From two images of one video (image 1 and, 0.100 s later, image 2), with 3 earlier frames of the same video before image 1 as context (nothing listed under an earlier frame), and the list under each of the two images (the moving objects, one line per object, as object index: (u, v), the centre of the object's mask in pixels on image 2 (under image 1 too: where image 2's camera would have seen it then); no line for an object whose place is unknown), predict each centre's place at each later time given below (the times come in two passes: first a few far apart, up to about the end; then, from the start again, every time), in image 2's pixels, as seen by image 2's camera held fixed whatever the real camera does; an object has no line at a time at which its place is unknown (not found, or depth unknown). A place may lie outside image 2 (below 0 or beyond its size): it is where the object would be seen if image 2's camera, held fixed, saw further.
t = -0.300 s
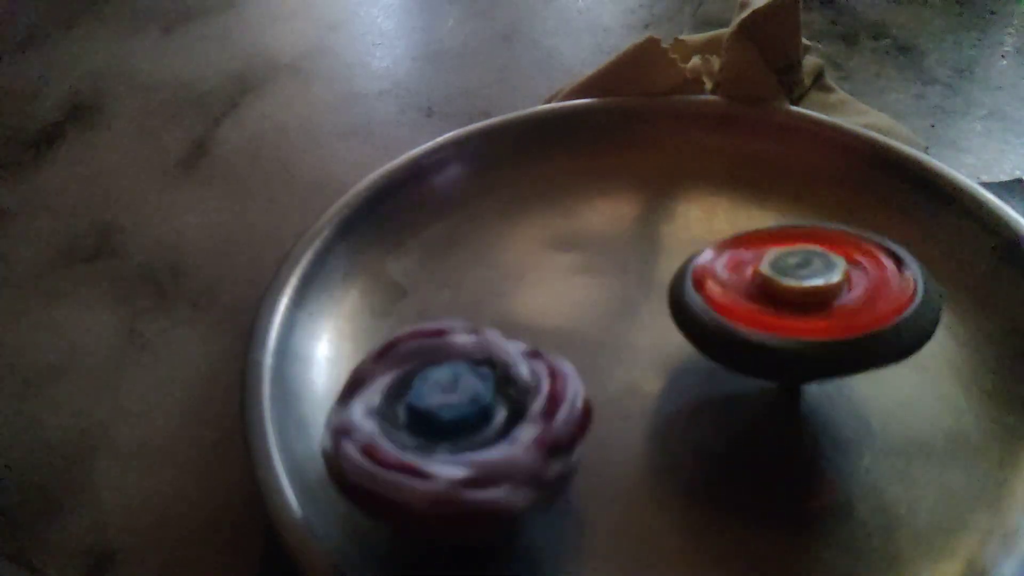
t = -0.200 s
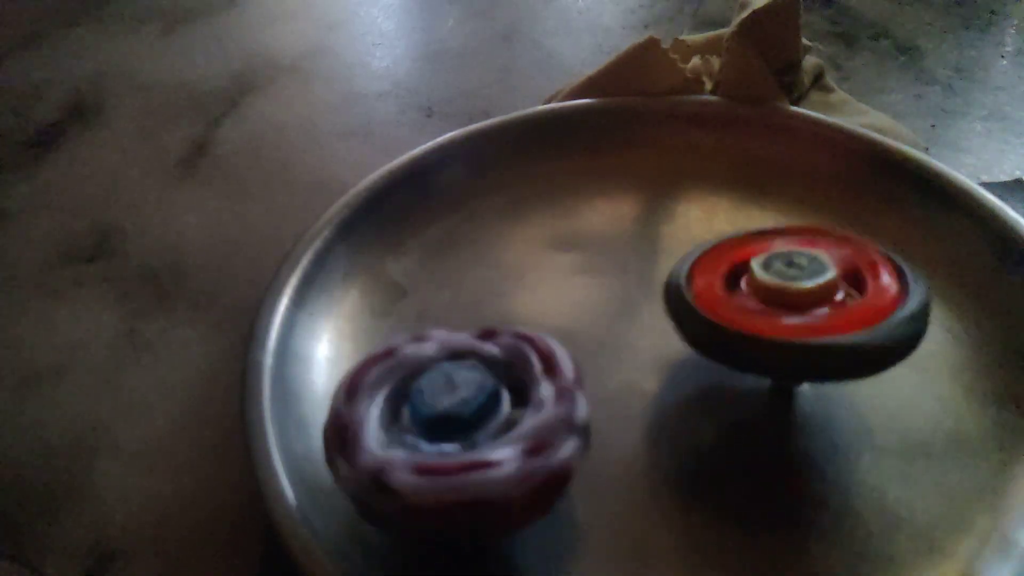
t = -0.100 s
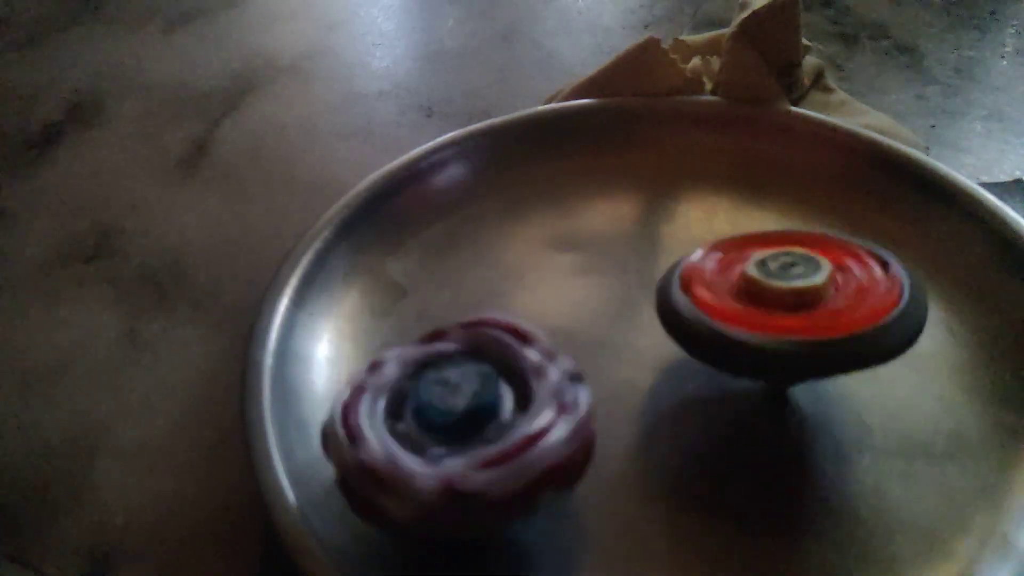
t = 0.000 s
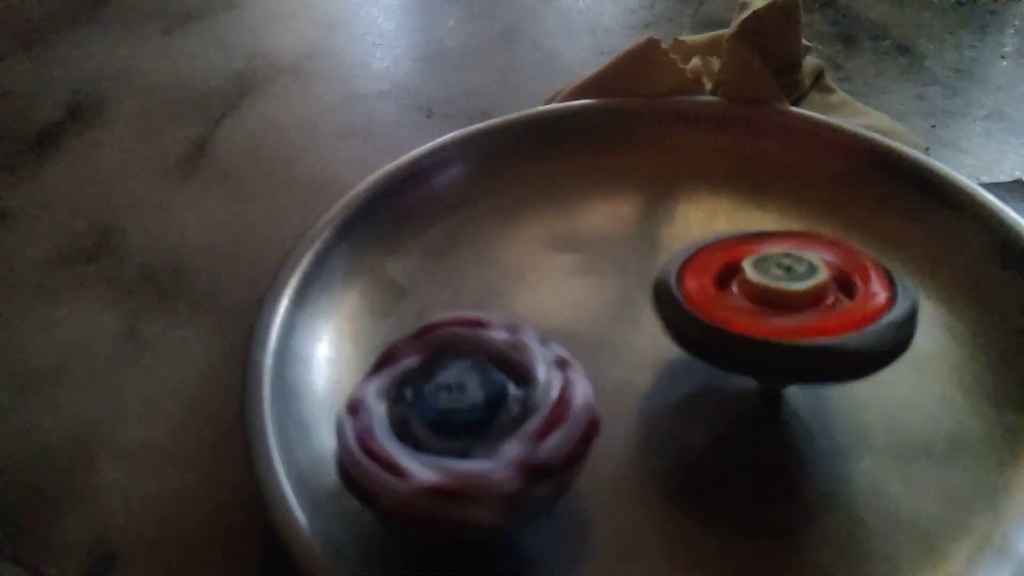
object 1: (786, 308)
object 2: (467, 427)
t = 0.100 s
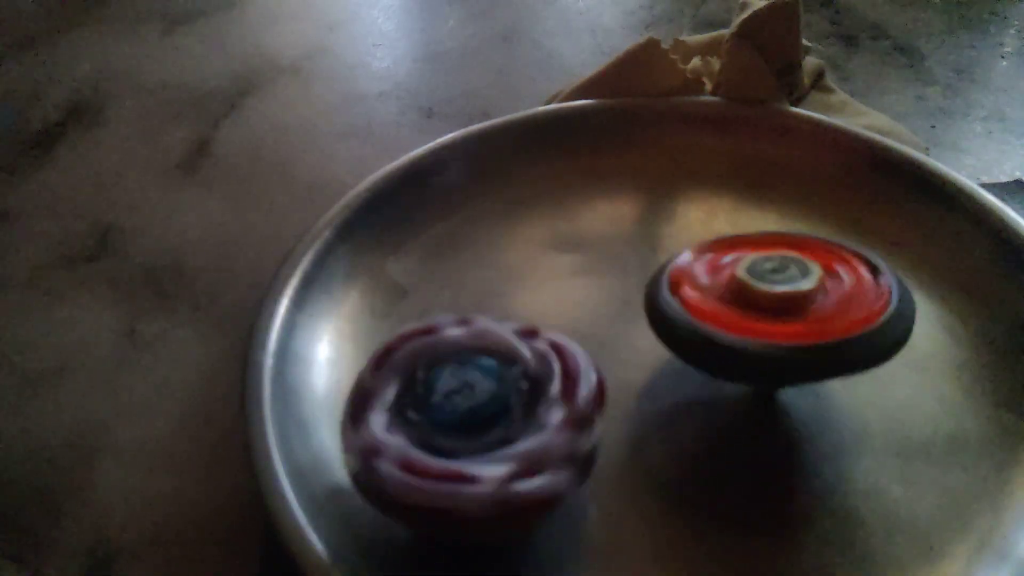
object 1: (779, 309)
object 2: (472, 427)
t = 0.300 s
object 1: (764, 310)
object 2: (483, 418)
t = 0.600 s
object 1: (745, 311)
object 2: (497, 409)
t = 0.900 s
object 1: (729, 308)
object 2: (506, 399)
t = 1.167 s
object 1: (735, 304)
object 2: (500, 398)
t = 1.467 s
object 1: (757, 298)
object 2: (481, 394)
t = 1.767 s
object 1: (763, 290)
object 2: (469, 385)
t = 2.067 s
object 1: (760, 281)
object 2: (454, 372)
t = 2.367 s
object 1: (757, 270)
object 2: (440, 357)
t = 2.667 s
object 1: (759, 261)
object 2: (429, 347)
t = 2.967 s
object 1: (757, 251)
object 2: (422, 335)
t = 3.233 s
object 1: (755, 244)
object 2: (414, 323)
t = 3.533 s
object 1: (757, 235)
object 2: (406, 307)
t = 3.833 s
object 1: (759, 227)
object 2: (402, 298)
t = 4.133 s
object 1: (758, 220)
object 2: (401, 284)
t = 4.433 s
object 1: (763, 214)
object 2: (403, 264)
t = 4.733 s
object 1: (767, 207)
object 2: (414, 255)
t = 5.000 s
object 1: (771, 203)
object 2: (434, 246)
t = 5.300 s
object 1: (776, 198)
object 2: (445, 236)
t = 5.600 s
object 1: (781, 192)
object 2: (454, 231)
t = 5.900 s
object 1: (781, 189)
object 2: (469, 224)
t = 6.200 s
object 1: (786, 184)
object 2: (483, 213)
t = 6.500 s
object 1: (790, 181)
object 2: (493, 205)
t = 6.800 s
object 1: (790, 179)
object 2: (500, 203)
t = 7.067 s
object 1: (793, 177)
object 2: (510, 193)
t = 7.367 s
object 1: (796, 175)
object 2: (521, 182)
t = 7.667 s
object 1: (796, 175)
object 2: (527, 177)
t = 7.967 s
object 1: (796, 176)
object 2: (538, 167)
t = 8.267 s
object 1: (797, 174)
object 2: (546, 158)
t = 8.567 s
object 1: (795, 177)
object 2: (555, 153)
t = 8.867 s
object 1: (793, 179)
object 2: (573, 151)
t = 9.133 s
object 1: (793, 180)
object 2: (590, 145)
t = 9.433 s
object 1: (816, 201)
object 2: (587, 139)
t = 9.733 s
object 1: (832, 215)
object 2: (589, 138)
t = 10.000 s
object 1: (837, 221)
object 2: (595, 143)
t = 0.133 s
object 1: (777, 309)
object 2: (475, 427)
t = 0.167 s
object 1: (775, 310)
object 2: (476, 425)
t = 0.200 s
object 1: (771, 311)
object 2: (478, 424)
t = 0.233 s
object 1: (769, 311)
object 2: (479, 422)
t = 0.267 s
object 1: (766, 310)
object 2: (481, 421)
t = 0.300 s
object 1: (764, 310)
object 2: (483, 418)
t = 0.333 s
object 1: (763, 310)
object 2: (485, 418)
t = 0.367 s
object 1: (762, 310)
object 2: (487, 415)
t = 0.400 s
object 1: (759, 311)
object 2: (490, 414)
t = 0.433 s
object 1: (758, 311)
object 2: (492, 414)
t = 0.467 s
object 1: (754, 311)
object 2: (494, 414)
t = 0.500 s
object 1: (752, 311)
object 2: (495, 411)
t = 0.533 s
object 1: (750, 310)
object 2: (497, 410)
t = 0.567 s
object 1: (748, 310)
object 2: (497, 409)
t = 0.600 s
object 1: (745, 311)
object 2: (497, 409)
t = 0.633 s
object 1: (743, 311)
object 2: (498, 410)
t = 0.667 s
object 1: (739, 310)
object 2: (499, 409)
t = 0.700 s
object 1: (737, 310)
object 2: (500, 408)
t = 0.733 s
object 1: (736, 309)
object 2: (502, 406)
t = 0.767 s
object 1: (735, 309)
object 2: (503, 405)
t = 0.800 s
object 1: (733, 310)
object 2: (505, 406)
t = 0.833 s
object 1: (731, 310)
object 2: (507, 405)
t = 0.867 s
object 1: (730, 308)
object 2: (506, 403)
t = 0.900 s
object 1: (729, 308)
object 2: (506, 399)
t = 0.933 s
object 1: (730, 308)
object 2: (504, 401)
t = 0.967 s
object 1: (731, 307)
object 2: (503, 401)
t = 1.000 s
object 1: (729, 307)
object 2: (503, 402)
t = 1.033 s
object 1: (729, 308)
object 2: (504, 400)
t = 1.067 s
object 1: (727, 307)
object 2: (507, 398)
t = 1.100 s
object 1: (727, 306)
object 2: (506, 398)
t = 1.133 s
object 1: (731, 304)
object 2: (503, 398)
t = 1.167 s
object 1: (735, 304)
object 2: (500, 398)
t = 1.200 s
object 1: (739, 303)
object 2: (496, 398)
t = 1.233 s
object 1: (741, 303)
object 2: (494, 396)
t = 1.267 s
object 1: (745, 302)
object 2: (490, 396)
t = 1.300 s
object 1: (747, 301)
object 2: (487, 396)
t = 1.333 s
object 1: (750, 300)
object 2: (485, 396)
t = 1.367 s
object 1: (753, 299)
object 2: (483, 395)
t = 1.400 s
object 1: (756, 299)
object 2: (483, 395)
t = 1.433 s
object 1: (757, 298)
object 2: (482, 394)
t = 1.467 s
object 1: (757, 298)
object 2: (481, 394)
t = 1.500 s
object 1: (758, 297)
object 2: (480, 394)
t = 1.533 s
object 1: (759, 295)
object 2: (480, 389)
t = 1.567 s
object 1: (762, 294)
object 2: (477, 390)
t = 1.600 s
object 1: (763, 294)
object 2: (474, 391)
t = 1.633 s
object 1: (764, 294)
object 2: (473, 390)
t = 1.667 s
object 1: (762, 293)
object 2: (471, 389)
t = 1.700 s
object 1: (762, 292)
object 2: (471, 388)
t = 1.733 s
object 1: (763, 291)
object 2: (469, 387)
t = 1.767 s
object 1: (763, 290)
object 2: (469, 385)
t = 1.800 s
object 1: (764, 290)
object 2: (468, 383)
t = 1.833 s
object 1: (763, 289)
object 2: (466, 382)
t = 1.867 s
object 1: (761, 288)
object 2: (464, 379)
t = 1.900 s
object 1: (760, 287)
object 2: (461, 379)
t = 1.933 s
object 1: (759, 285)
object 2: (460, 379)
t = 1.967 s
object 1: (760, 283)
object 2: (458, 378)
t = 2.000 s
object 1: (760, 283)
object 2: (457, 377)
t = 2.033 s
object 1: (761, 281)
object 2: (456, 374)
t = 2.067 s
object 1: (760, 281)
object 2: (454, 372)
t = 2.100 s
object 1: (758, 280)
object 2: (454, 370)
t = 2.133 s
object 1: (758, 279)
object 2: (451, 370)
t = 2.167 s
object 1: (758, 278)
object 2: (449, 366)
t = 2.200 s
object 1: (758, 276)
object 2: (446, 364)
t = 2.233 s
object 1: (759, 276)
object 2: (444, 364)
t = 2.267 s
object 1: (759, 274)
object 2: (442, 364)
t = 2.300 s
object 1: (758, 273)
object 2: (442, 361)
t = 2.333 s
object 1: (757, 271)
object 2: (441, 358)
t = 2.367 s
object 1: (757, 270)
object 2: (440, 357)
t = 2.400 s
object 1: (757, 269)
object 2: (439, 357)
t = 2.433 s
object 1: (758, 268)
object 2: (437, 357)
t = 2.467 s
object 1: (759, 266)
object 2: (436, 355)
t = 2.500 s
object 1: (759, 265)
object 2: (433, 352)
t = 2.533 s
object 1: (757, 265)
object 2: (431, 352)
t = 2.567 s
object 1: (758, 264)
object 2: (430, 351)
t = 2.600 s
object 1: (758, 264)
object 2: (429, 350)
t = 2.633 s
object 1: (758, 262)
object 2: (429, 348)
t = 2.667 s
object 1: (759, 261)
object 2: (429, 347)
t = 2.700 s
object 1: (759, 260)
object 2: (428, 347)
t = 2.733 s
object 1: (758, 259)
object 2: (427, 346)
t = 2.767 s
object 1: (756, 258)
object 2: (427, 344)
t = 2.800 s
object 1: (757, 257)
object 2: (426, 343)
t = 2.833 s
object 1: (757, 256)
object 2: (425, 341)
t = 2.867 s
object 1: (758, 254)
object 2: (424, 341)
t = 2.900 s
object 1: (758, 252)
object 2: (422, 340)
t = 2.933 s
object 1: (758, 252)
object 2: (422, 337)
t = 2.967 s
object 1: (757, 251)
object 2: (422, 335)
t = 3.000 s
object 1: (756, 250)
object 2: (421, 335)
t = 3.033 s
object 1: (757, 250)
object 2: (420, 334)
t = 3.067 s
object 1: (757, 249)
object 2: (419, 331)
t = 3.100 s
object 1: (757, 248)
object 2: (417, 329)
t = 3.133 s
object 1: (758, 247)
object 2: (415, 328)
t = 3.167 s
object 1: (757, 246)
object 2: (415, 327)
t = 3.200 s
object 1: (755, 245)
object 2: (415, 326)
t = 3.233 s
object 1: (755, 244)
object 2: (414, 323)
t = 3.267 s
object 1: (755, 243)
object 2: (414, 316)
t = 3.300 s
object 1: (756, 241)
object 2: (413, 317)
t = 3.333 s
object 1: (757, 240)
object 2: (411, 316)
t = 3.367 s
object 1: (758, 239)
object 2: (410, 315)
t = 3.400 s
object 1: (757, 238)
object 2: (409, 312)
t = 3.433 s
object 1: (756, 238)
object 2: (407, 310)
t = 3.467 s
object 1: (756, 237)
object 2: (406, 309)
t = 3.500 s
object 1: (756, 236)
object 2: (406, 309)
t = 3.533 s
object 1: (757, 235)
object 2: (406, 307)
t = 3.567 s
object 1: (758, 234)
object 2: (406, 305)
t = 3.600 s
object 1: (758, 234)
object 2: (405, 303)
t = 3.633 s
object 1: (756, 233)
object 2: (404, 303)
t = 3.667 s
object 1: (755, 232)
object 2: (404, 303)
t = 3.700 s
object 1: (755, 231)
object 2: (404, 301)
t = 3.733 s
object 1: (756, 229)
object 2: (403, 300)
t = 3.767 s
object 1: (757, 228)
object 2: (403, 299)
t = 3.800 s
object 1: (758, 228)
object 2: (402, 298)
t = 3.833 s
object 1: (759, 227)
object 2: (402, 298)
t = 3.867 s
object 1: (757, 227)
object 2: (402, 297)
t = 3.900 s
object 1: (758, 226)
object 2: (403, 295)
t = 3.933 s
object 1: (757, 225)
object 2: (403, 294)
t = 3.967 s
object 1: (758, 224)
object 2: (403, 293)
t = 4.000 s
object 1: (759, 224)
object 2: (403, 293)
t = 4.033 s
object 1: (760, 223)
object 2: (403, 290)
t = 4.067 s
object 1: (758, 222)
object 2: (402, 289)
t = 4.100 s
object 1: (758, 221)
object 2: (401, 286)
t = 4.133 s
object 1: (758, 220)
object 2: (401, 284)
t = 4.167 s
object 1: (758, 219)
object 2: (405, 279)
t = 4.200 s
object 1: (760, 218)
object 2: (405, 277)
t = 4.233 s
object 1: (761, 217)
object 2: (405, 272)
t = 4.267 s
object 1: (762, 217)
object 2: (405, 273)
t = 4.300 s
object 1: (761, 216)
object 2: (404, 272)
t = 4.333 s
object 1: (762, 216)
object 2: (404, 270)
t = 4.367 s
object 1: (762, 215)
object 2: (403, 268)
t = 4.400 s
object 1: (762, 215)
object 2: (403, 265)
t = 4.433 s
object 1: (763, 214)
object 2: (403, 264)
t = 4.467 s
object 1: (764, 213)
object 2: (404, 263)
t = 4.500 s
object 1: (764, 213)
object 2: (405, 262)
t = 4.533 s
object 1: (763, 212)
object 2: (405, 259)
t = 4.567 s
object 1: (764, 211)
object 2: (404, 260)
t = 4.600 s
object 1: (764, 210)
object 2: (405, 263)
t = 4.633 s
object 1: (765, 209)
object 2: (408, 261)
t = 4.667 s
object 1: (766, 208)
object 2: (410, 260)
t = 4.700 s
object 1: (768, 208)
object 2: (411, 259)
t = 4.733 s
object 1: (767, 207)
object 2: (414, 255)
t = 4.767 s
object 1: (767, 207)
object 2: (416, 254)
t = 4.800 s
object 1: (768, 207)
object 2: (421, 252)
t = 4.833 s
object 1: (769, 206)
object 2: (423, 252)
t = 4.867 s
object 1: (770, 205)
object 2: (425, 250)
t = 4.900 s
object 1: (770, 204)
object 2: (428, 248)
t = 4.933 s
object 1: (771, 204)
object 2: (429, 248)
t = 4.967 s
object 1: (770, 203)
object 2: (433, 246)
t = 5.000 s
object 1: (771, 203)
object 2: (434, 246)
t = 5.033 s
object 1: (771, 202)
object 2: (435, 243)
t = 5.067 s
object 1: (772, 200)
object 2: (435, 242)
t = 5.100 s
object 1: (773, 200)
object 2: (437, 241)
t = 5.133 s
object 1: (776, 200)
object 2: (440, 240)
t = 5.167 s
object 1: (775, 199)
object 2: (443, 240)
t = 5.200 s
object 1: (776, 199)
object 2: (443, 238)
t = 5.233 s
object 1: (776, 199)
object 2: (444, 236)
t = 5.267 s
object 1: (776, 198)
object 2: (444, 237)
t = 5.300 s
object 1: (776, 198)
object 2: (445, 236)
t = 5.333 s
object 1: (777, 198)
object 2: (447, 235)
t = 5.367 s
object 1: (778, 197)
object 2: (447, 233)
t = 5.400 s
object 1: (777, 196)
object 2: (448, 233)
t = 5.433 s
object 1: (777, 196)
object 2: (449, 232)
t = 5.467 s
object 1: (777, 195)
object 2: (450, 232)
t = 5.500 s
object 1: (778, 194)
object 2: (452, 232)
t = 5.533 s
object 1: (779, 193)
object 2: (453, 230)
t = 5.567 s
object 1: (780, 192)
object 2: (451, 231)
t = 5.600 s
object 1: (781, 192)
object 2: (454, 231)
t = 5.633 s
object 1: (780, 192)
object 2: (455, 231)
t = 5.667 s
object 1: (781, 193)
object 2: (457, 230)
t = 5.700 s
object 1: (781, 192)
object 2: (457, 229)
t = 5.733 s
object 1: (781, 191)
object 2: (459, 227)
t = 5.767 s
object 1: (781, 191)
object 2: (460, 228)
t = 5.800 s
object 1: (783, 190)
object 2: (463, 227)
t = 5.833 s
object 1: (781, 189)
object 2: (465, 225)
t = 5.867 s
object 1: (782, 189)
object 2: (467, 224)
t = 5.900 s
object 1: (781, 189)
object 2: (469, 224)
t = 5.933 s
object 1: (782, 188)
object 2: (471, 223)
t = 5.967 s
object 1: (783, 187)
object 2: (471, 223)
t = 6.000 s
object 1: (784, 186)
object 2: (473, 221)
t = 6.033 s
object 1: (786, 186)
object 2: (475, 219)
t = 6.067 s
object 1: (784, 186)
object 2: (476, 219)
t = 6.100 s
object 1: (785, 186)
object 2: (476, 218)
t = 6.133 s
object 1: (785, 186)
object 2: (479, 218)
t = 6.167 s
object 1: (785, 185)
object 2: (481, 215)
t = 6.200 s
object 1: (786, 184)
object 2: (483, 213)
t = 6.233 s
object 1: (787, 184)
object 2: (485, 212)
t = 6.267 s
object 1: (787, 184)
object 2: (484, 212)
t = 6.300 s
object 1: (785, 183)
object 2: (486, 212)
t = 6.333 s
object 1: (787, 183)
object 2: (487, 210)
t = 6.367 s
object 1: (786, 183)
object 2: (487, 209)
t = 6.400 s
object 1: (787, 182)
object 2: (488, 209)
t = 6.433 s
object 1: (788, 181)
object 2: (488, 208)
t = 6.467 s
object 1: (790, 181)
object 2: (491, 206)
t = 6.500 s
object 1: (790, 181)
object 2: (493, 205)
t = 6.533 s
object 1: (790, 181)
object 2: (496, 203)
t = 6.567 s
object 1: (790, 181)
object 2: (495, 204)
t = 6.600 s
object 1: (789, 181)
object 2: (495, 204)
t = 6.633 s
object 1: (790, 181)
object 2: (496, 203)
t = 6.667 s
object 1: (790, 180)
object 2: (496, 203)
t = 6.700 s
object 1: (792, 179)
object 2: (498, 201)
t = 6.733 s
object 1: (790, 179)
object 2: (498, 202)
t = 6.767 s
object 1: (790, 179)
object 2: (499, 203)
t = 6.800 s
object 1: (790, 179)
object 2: (500, 203)
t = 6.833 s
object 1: (791, 178)
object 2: (503, 199)
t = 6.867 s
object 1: (792, 178)
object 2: (503, 200)
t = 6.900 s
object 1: (793, 177)
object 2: (504, 200)
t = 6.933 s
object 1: (794, 177)
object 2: (506, 197)
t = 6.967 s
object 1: (793, 177)
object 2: (507, 197)
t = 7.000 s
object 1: (793, 177)
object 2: (508, 195)
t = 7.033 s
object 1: (792, 177)
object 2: (509, 193)
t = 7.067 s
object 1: (793, 177)
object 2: (510, 193)
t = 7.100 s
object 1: (794, 176)
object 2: (511, 192)
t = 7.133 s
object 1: (794, 175)
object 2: (513, 191)
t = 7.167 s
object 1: (794, 175)
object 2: (516, 190)
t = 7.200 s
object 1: (794, 175)
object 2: (518, 188)
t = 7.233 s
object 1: (795, 176)
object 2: (518, 187)
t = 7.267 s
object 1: (794, 175)
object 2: (519, 186)
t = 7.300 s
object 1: (795, 175)
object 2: (521, 185)
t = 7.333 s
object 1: (796, 174)
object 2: (520, 184)
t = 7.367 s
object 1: (796, 175)
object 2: (521, 182)
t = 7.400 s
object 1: (795, 175)
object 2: (521, 181)
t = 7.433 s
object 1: (796, 175)
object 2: (523, 180)
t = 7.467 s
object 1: (796, 176)
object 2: (525, 179)
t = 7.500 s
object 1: (795, 176)
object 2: (525, 179)
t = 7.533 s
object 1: (796, 175)
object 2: (525, 179)
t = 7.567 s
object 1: (795, 175)
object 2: (527, 178)
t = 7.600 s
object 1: (796, 174)
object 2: (527, 177)
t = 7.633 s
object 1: (795, 174)
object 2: (528, 176)
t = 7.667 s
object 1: (796, 175)
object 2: (527, 177)
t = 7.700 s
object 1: (795, 175)
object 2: (529, 174)
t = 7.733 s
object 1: (796, 175)
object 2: (530, 173)
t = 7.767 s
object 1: (797, 174)
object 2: (532, 172)
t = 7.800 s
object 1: (798, 174)
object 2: (530, 175)
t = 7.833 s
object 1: (797, 174)
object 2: (534, 170)
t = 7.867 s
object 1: (797, 175)
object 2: (532, 173)
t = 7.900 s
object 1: (797, 176)
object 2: (536, 170)
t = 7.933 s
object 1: (796, 175)
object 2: (537, 168)
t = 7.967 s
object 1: (796, 176)
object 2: (538, 167)
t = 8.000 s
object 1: (796, 174)
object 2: (539, 164)
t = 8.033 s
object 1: (796, 174)
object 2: (540, 164)
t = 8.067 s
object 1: (795, 174)
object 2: (541, 163)
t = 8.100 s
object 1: (796, 175)
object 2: (542, 163)
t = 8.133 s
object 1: (795, 175)
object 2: (543, 162)
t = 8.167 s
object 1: (795, 175)
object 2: (543, 161)
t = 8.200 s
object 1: (796, 174)
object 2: (545, 159)
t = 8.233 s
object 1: (797, 174)
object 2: (545, 159)
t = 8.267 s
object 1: (797, 174)
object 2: (546, 158)
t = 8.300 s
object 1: (796, 175)
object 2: (548, 156)
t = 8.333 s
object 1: (797, 176)
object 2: (550, 154)
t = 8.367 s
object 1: (796, 177)
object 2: (549, 155)
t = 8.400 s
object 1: (796, 177)
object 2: (552, 153)
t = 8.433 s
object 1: (796, 176)
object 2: (553, 151)
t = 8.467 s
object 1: (796, 176)
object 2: (553, 152)
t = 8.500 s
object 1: (795, 176)
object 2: (554, 151)
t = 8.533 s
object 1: (795, 177)
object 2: (555, 151)
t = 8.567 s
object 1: (795, 177)
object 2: (555, 153)
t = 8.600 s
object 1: (794, 178)
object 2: (557, 154)
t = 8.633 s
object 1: (794, 177)
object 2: (561, 151)
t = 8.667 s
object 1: (795, 177)
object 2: (562, 152)
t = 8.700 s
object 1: (796, 177)
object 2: (565, 151)
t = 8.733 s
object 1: (795, 177)
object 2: (567, 151)
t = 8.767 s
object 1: (795, 179)
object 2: (572, 150)
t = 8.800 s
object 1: (794, 179)
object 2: (575, 149)
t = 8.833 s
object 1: (794, 179)
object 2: (574, 150)
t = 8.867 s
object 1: (793, 179)
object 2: (573, 151)
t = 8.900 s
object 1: (794, 179)
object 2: (574, 151)
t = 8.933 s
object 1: (793, 178)
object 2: (577, 151)
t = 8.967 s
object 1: (792, 179)
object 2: (581, 144)
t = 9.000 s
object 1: (793, 180)
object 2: (583, 146)
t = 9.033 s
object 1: (791, 180)
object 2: (586, 147)
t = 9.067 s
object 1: (791, 180)
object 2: (588, 146)
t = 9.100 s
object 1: (793, 179)
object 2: (588, 146)
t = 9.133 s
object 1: (793, 180)
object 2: (590, 145)
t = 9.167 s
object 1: (792, 181)
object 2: (592, 144)
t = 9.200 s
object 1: (793, 183)
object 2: (587, 147)
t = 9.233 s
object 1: (797, 187)
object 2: (587, 145)
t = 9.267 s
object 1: (800, 190)
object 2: (588, 143)
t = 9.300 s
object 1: (804, 193)
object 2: (587, 142)
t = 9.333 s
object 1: (808, 194)
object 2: (587, 141)
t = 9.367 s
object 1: (811, 196)
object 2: (587, 140)
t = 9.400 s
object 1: (814, 198)
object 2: (587, 139)
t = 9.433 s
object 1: (816, 201)
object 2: (587, 139)
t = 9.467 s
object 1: (819, 203)
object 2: (587, 138)
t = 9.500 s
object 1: (821, 204)
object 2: (585, 139)
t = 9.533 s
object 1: (823, 206)
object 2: (587, 136)
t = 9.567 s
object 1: (825, 208)
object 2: (583, 141)
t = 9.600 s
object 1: (828, 209)
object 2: (586, 137)
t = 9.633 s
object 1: (830, 211)
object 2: (585, 139)
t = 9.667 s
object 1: (830, 213)
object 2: (588, 137)
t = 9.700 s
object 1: (831, 214)
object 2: (588, 139)
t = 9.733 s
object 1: (832, 215)
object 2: (589, 138)
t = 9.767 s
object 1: (833, 216)
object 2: (590, 137)
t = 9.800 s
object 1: (835, 217)
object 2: (592, 137)
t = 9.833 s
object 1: (836, 218)
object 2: (592, 135)
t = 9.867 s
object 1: (837, 219)
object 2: (591, 137)
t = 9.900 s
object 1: (837, 219)
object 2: (591, 141)
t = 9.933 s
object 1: (836, 220)
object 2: (593, 141)
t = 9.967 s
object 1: (836, 221)
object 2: (594, 142)
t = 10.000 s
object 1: (837, 221)
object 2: (595, 143)
